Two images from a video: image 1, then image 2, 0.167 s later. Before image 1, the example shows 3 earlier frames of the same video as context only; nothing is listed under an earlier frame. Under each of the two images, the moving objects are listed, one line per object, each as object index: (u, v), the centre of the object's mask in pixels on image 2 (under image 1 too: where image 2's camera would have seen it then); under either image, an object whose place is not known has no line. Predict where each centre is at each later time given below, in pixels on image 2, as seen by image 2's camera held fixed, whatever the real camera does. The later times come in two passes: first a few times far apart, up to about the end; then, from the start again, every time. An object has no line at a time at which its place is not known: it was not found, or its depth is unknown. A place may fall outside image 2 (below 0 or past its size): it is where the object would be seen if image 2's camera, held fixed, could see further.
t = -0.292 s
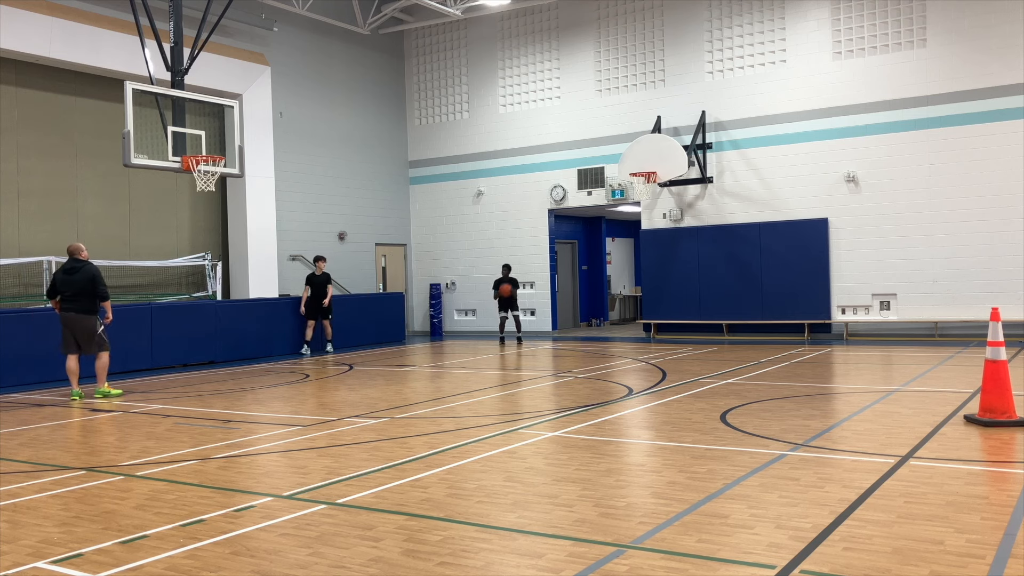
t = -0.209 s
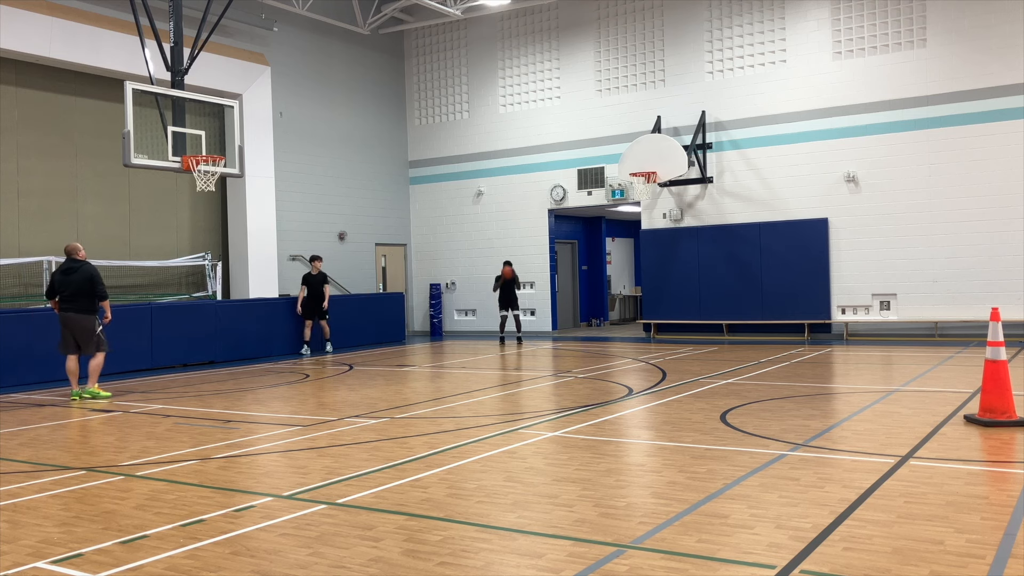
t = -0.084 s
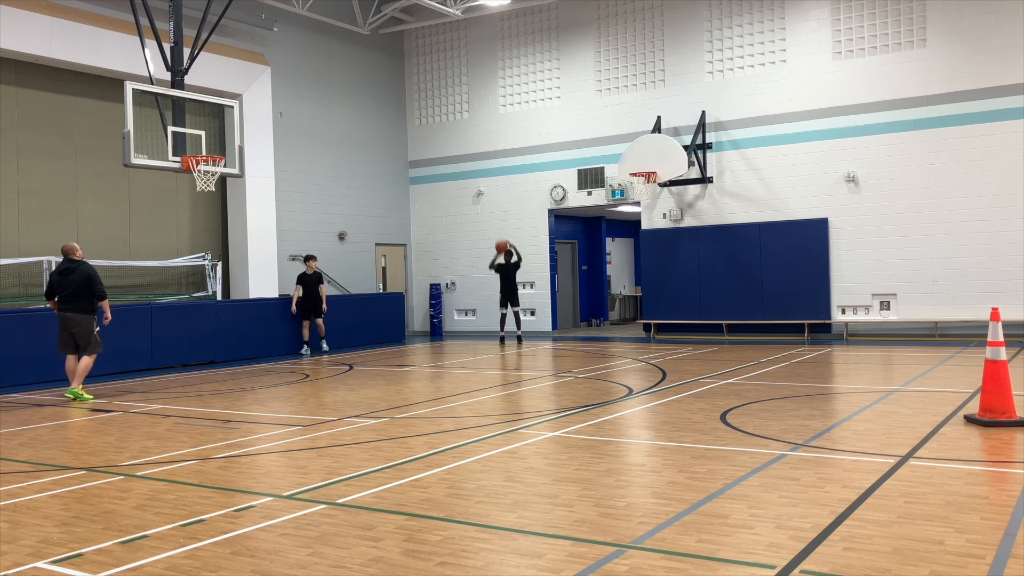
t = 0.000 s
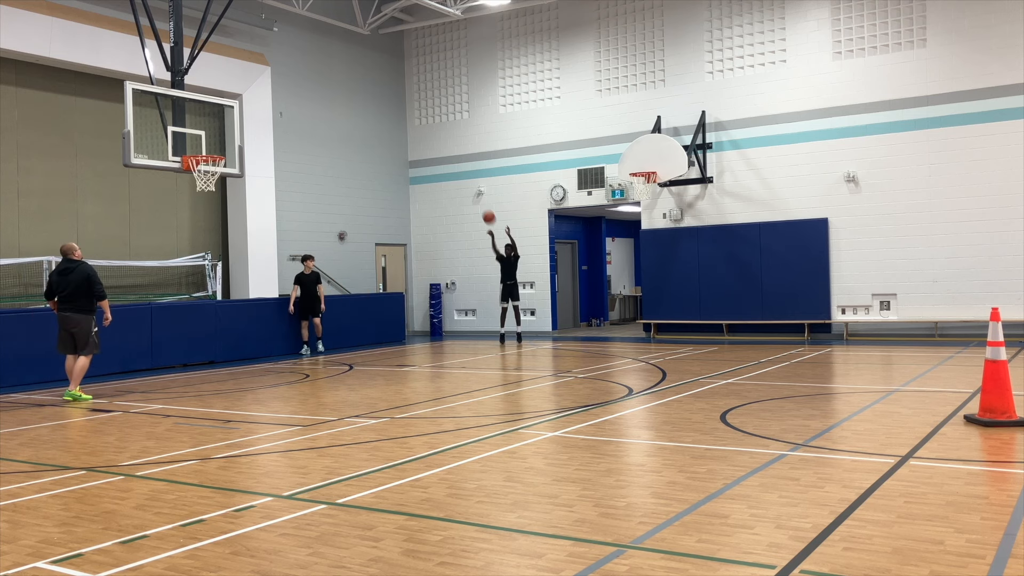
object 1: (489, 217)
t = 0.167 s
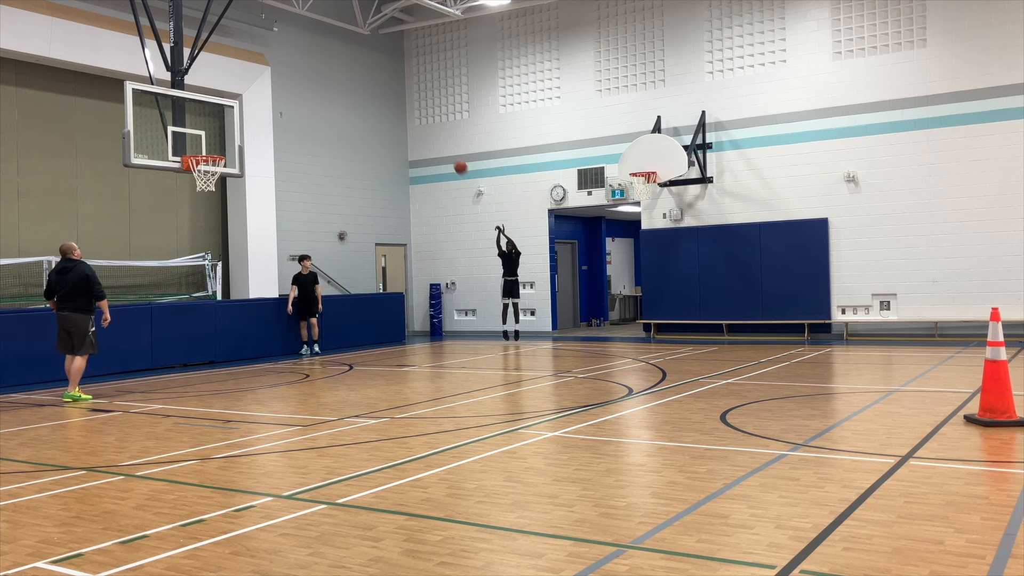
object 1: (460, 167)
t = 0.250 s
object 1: (444, 143)
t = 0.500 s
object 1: (392, 90)
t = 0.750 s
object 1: (336, 72)
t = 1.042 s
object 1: (267, 101)
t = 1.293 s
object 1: (202, 161)
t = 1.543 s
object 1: (194, 190)
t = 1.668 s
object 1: (195, 212)
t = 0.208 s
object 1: (450, 152)
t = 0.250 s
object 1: (444, 143)
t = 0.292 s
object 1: (434, 130)
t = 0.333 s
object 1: (427, 122)
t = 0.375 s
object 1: (416, 111)
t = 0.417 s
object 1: (410, 105)
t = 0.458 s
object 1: (399, 96)
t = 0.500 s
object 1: (392, 90)
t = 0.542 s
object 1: (381, 84)
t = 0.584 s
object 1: (374, 80)
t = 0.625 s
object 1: (363, 76)
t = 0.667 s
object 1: (355, 74)
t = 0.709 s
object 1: (344, 72)
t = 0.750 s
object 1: (336, 72)
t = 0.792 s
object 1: (324, 73)
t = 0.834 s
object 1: (317, 74)
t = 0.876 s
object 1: (304, 78)
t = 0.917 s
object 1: (296, 82)
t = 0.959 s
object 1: (288, 86)
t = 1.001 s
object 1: (276, 94)
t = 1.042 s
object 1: (267, 101)
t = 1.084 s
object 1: (254, 112)
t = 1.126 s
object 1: (245, 120)
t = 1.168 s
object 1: (231, 135)
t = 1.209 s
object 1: (222, 146)
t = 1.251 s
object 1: (211, 151)
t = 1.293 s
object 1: (202, 161)
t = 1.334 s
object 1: (197, 167)
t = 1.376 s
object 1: (195, 171)
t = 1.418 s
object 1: (191, 174)
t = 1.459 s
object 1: (194, 184)
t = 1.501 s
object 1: (194, 187)
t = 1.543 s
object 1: (194, 190)
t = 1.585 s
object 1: (194, 197)
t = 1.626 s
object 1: (194, 204)
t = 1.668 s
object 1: (195, 212)
